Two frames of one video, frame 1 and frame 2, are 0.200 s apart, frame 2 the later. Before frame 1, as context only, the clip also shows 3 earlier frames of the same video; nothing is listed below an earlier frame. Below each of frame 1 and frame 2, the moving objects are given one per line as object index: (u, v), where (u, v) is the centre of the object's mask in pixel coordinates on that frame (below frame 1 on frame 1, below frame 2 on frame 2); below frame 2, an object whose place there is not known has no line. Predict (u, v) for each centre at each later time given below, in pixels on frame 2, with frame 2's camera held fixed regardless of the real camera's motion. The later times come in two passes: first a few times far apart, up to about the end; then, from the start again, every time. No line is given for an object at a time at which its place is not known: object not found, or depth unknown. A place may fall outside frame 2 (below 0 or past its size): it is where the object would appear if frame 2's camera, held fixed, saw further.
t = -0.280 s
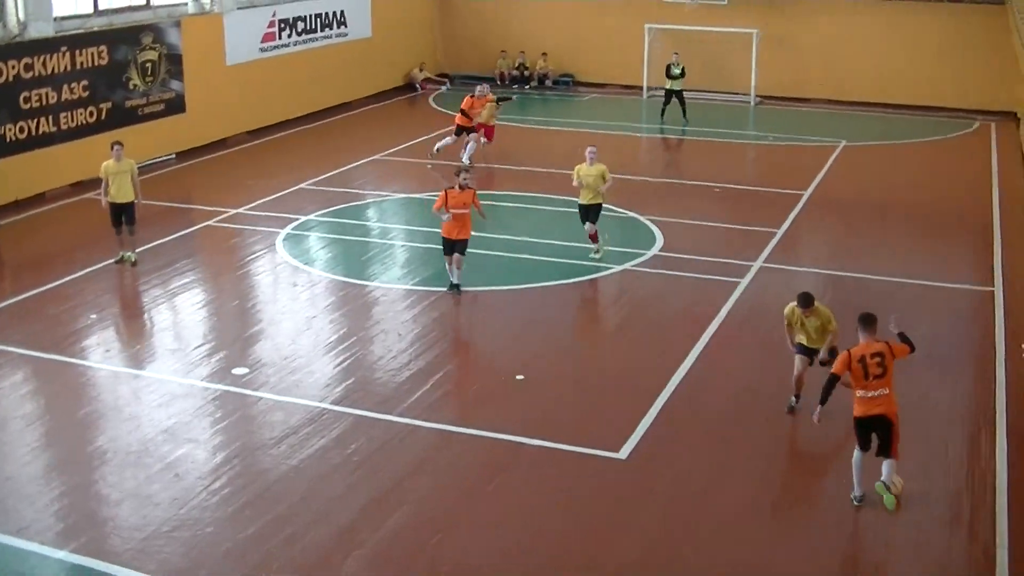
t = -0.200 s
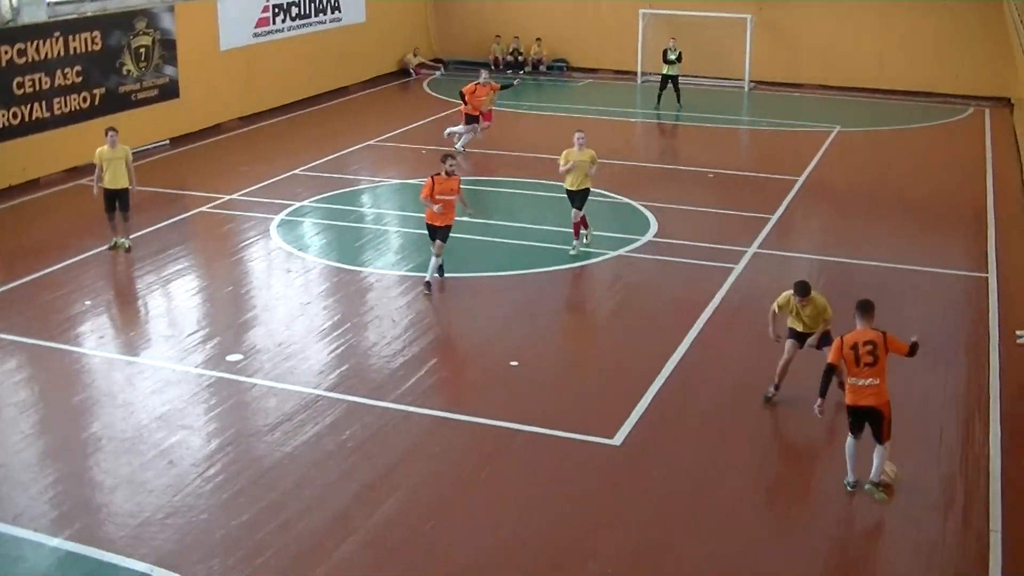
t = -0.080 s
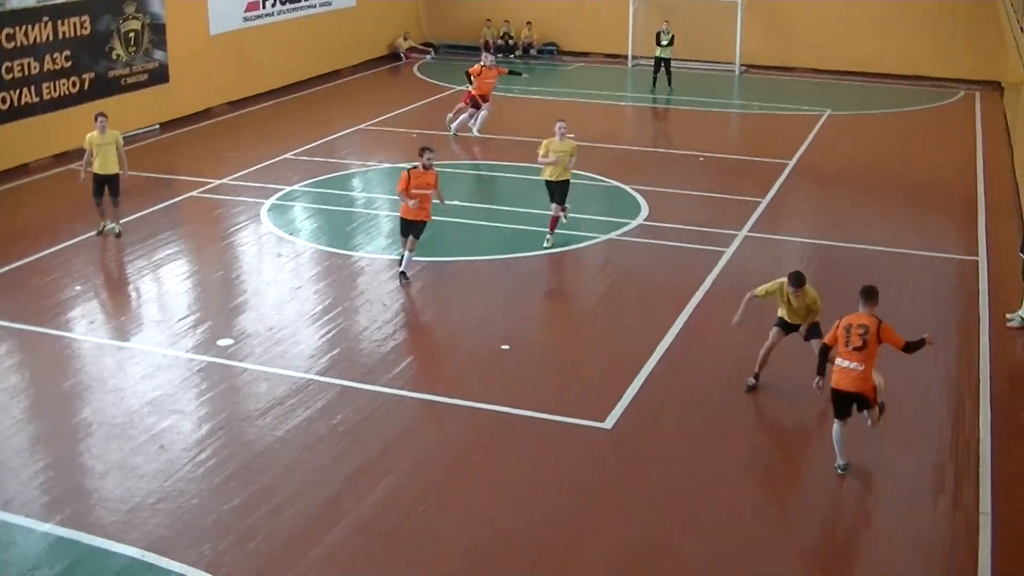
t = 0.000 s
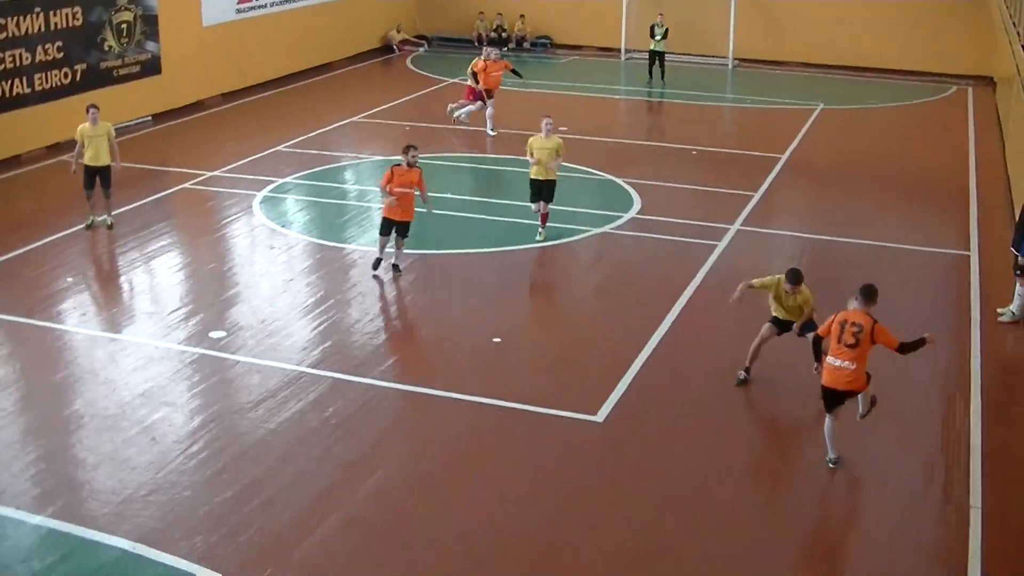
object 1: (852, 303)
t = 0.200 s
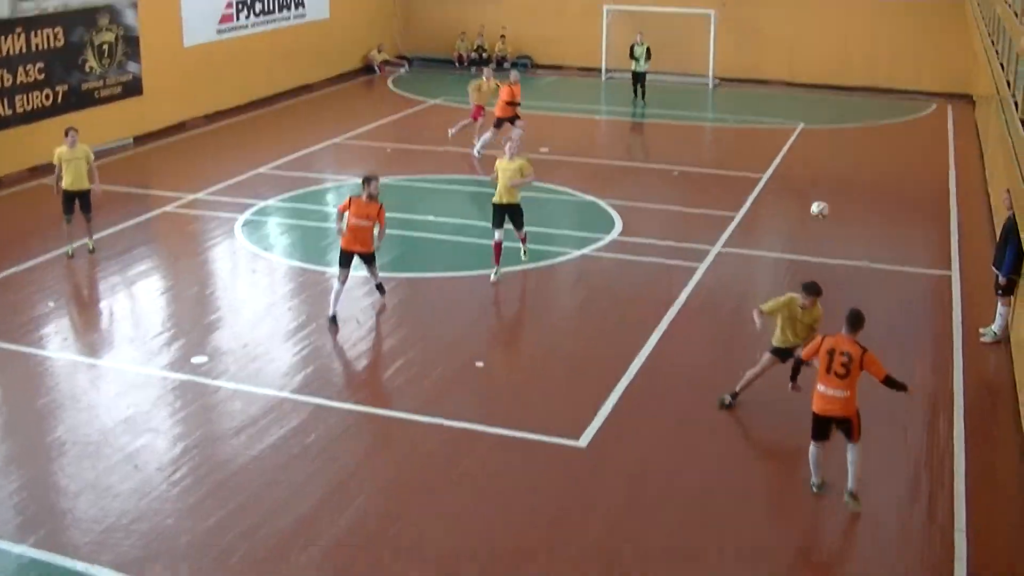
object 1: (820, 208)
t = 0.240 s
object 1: (817, 189)
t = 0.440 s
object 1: (798, 135)
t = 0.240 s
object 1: (817, 189)
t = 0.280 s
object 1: (814, 174)
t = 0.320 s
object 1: (809, 162)
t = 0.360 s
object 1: (805, 152)
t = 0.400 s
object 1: (801, 142)
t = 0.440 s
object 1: (798, 135)
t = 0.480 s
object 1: (790, 129)
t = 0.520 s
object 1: (788, 126)
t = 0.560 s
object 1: (787, 122)
